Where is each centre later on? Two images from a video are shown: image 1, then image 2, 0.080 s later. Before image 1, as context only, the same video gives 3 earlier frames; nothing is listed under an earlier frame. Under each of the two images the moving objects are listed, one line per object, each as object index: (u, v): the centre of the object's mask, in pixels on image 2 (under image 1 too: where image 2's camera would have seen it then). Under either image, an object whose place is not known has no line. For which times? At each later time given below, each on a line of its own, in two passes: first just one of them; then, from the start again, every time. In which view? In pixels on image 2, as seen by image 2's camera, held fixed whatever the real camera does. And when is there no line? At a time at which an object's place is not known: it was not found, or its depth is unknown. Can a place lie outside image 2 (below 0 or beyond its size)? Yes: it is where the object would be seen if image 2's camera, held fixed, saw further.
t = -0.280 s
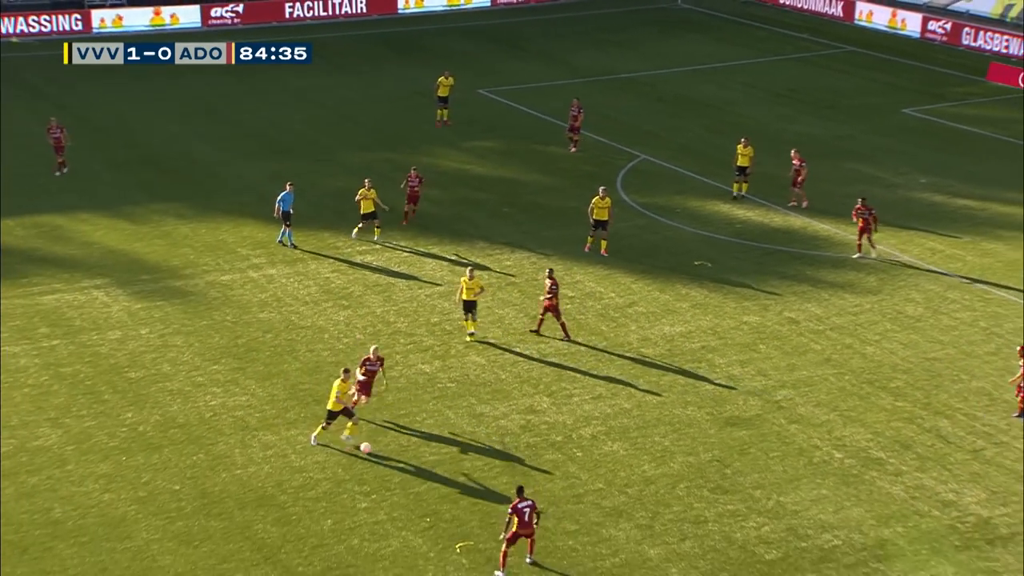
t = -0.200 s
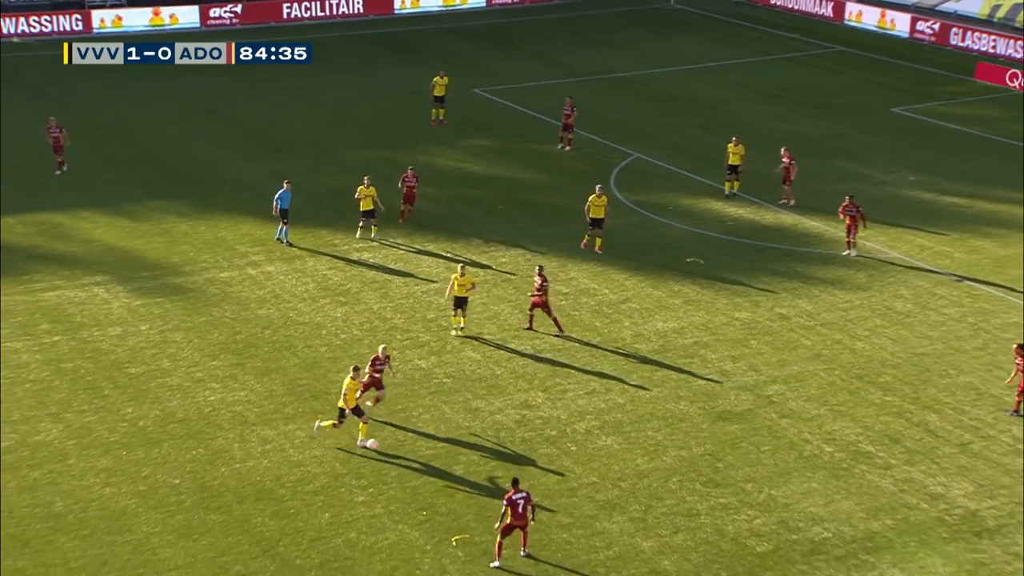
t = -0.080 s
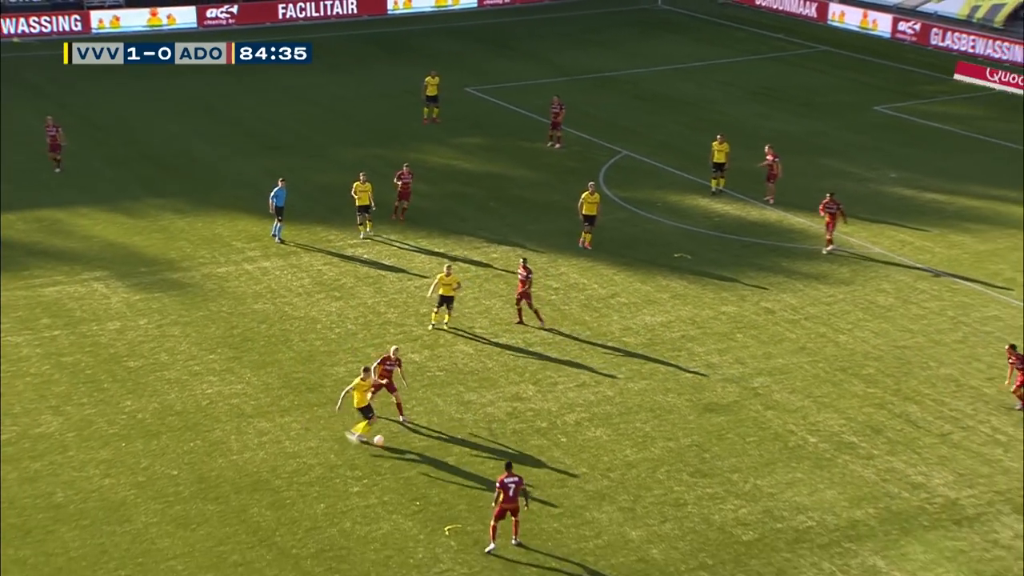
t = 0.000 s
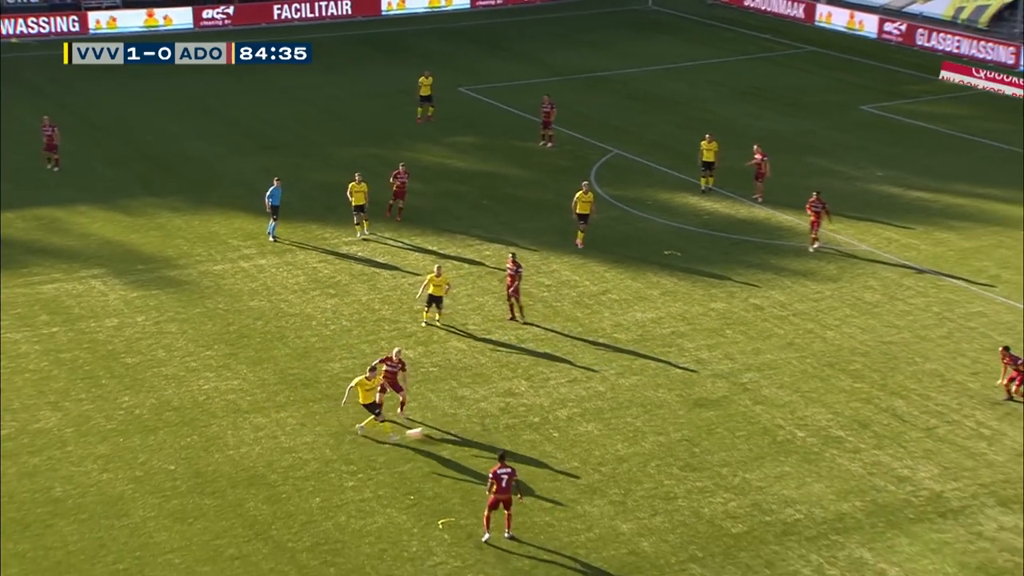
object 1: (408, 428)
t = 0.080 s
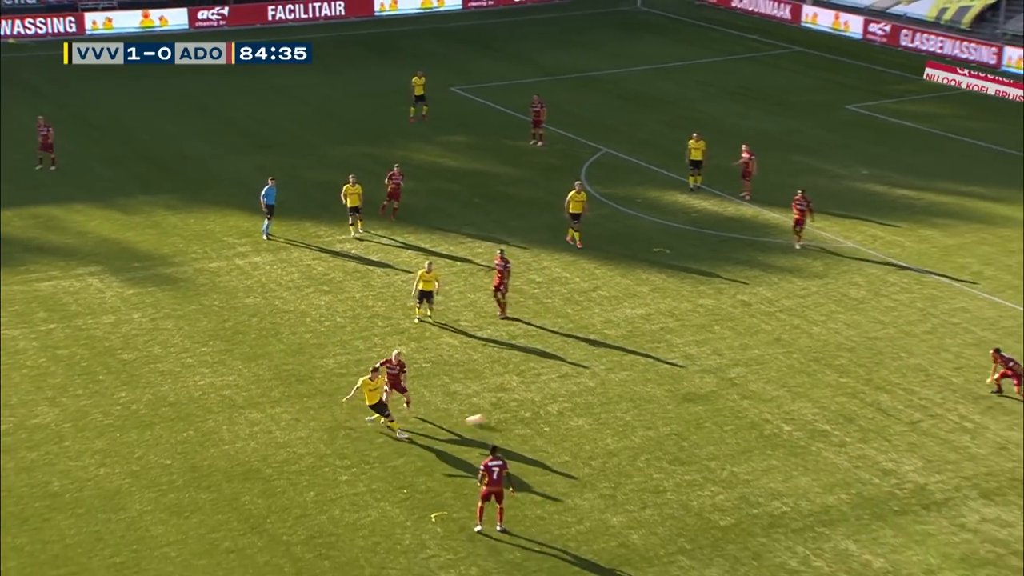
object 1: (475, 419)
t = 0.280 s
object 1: (624, 402)
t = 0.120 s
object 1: (507, 416)
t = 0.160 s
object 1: (537, 412)
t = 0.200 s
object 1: (567, 409)
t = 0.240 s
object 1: (595, 406)
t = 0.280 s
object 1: (624, 402)
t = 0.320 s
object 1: (649, 399)
